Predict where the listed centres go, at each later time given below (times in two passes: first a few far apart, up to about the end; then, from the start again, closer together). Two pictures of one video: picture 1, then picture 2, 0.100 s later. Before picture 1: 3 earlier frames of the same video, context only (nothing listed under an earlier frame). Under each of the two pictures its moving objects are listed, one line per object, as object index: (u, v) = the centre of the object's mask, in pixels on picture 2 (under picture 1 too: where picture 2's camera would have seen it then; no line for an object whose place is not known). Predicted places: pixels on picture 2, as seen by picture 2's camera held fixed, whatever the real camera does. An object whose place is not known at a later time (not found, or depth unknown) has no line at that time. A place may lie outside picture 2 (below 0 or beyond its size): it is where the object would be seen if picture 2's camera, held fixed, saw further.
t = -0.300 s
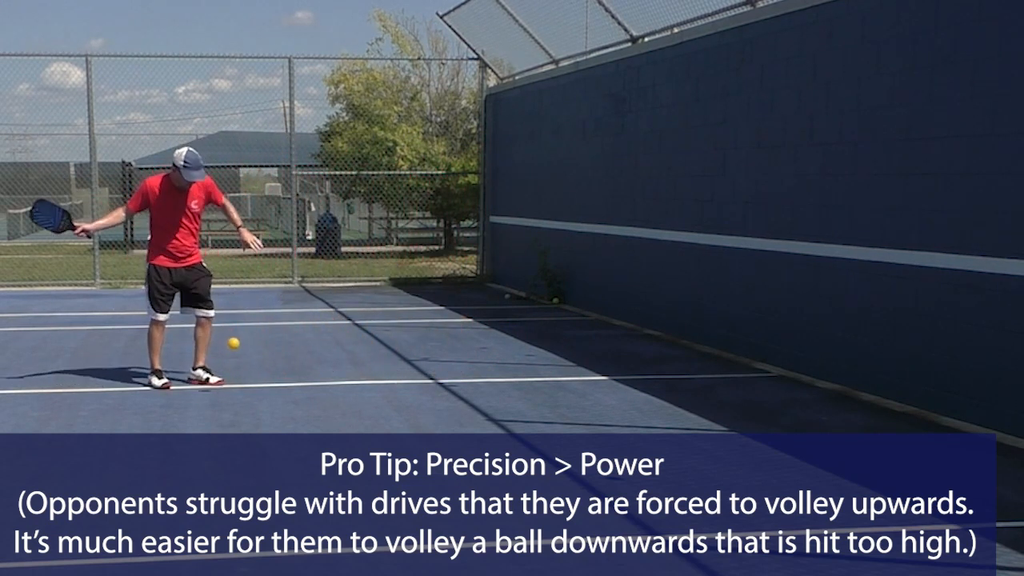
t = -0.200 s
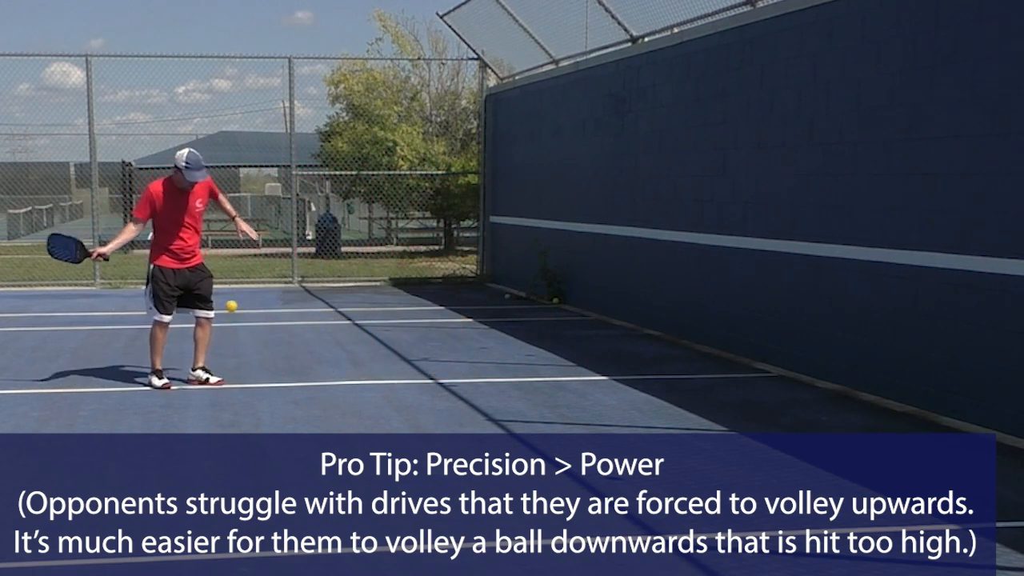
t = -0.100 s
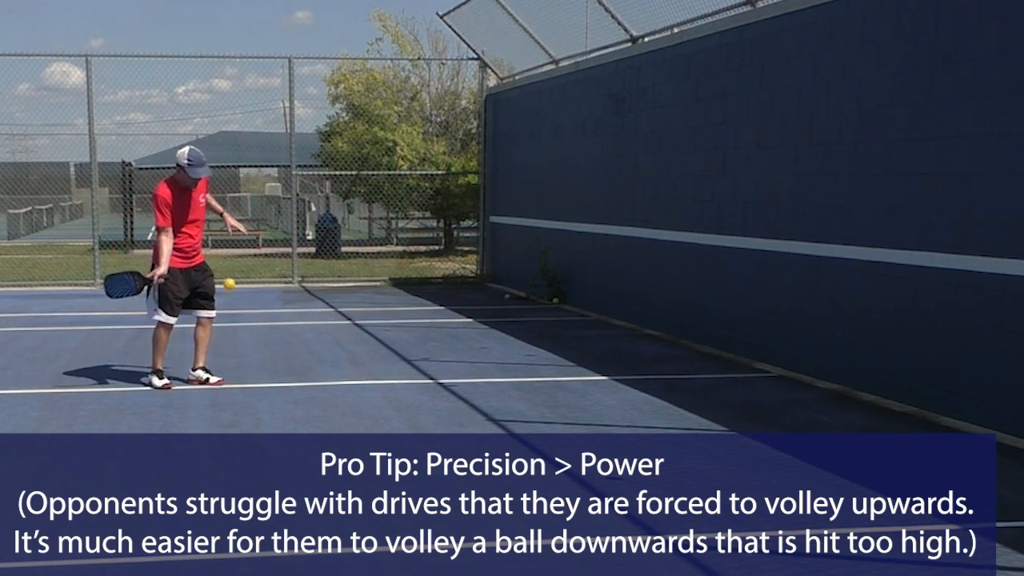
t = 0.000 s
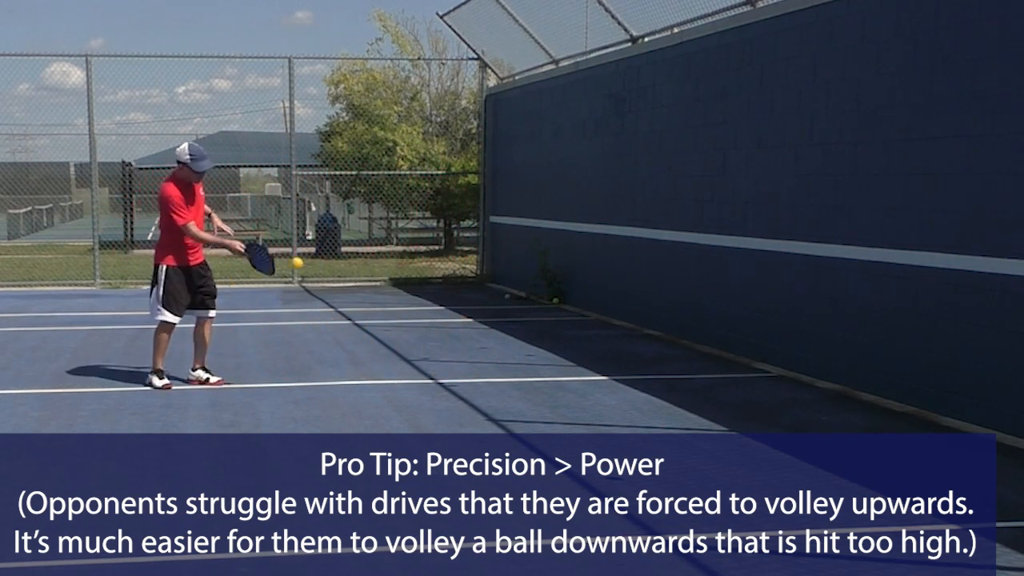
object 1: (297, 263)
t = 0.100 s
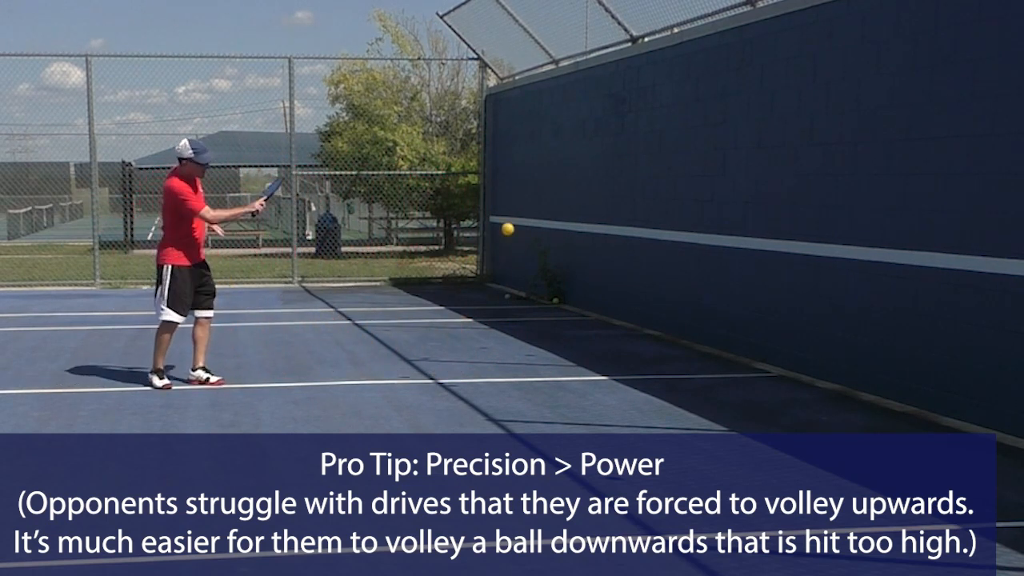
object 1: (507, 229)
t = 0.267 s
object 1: (824, 211)
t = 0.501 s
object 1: (638, 224)
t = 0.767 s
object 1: (398, 333)
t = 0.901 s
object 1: (305, 365)
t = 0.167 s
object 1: (639, 216)
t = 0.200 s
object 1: (702, 212)
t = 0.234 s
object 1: (764, 211)
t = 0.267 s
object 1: (824, 211)
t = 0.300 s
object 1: (829, 209)
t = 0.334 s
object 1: (797, 207)
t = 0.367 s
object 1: (765, 208)
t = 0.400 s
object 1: (733, 209)
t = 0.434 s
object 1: (701, 213)
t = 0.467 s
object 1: (669, 218)
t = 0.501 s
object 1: (638, 224)
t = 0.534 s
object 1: (607, 233)
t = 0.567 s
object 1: (576, 243)
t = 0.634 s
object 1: (515, 267)
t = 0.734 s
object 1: (427, 314)
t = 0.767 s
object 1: (398, 333)
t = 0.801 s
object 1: (370, 353)
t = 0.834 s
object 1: (341, 375)
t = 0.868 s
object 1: (320, 379)
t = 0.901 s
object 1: (305, 365)
